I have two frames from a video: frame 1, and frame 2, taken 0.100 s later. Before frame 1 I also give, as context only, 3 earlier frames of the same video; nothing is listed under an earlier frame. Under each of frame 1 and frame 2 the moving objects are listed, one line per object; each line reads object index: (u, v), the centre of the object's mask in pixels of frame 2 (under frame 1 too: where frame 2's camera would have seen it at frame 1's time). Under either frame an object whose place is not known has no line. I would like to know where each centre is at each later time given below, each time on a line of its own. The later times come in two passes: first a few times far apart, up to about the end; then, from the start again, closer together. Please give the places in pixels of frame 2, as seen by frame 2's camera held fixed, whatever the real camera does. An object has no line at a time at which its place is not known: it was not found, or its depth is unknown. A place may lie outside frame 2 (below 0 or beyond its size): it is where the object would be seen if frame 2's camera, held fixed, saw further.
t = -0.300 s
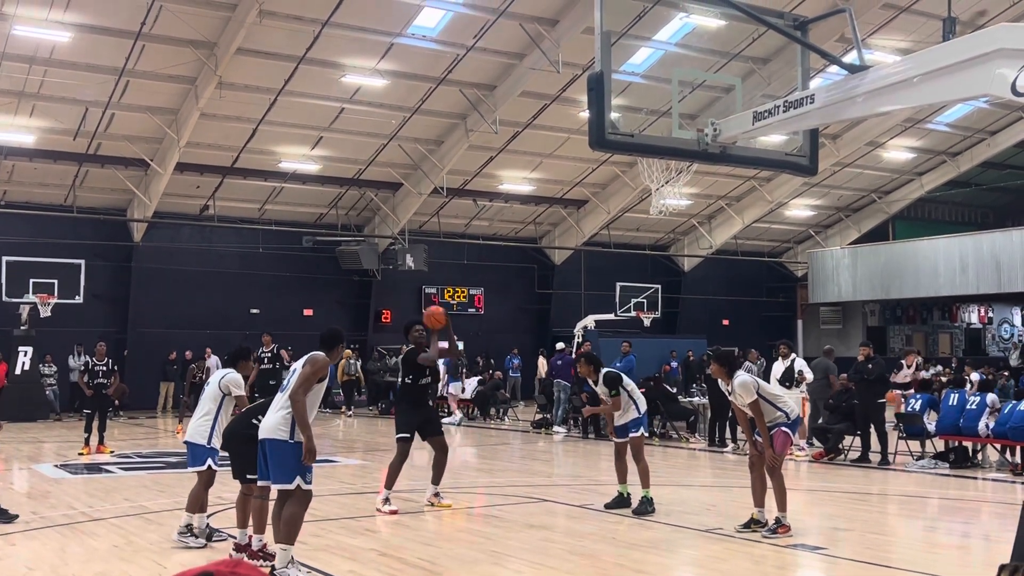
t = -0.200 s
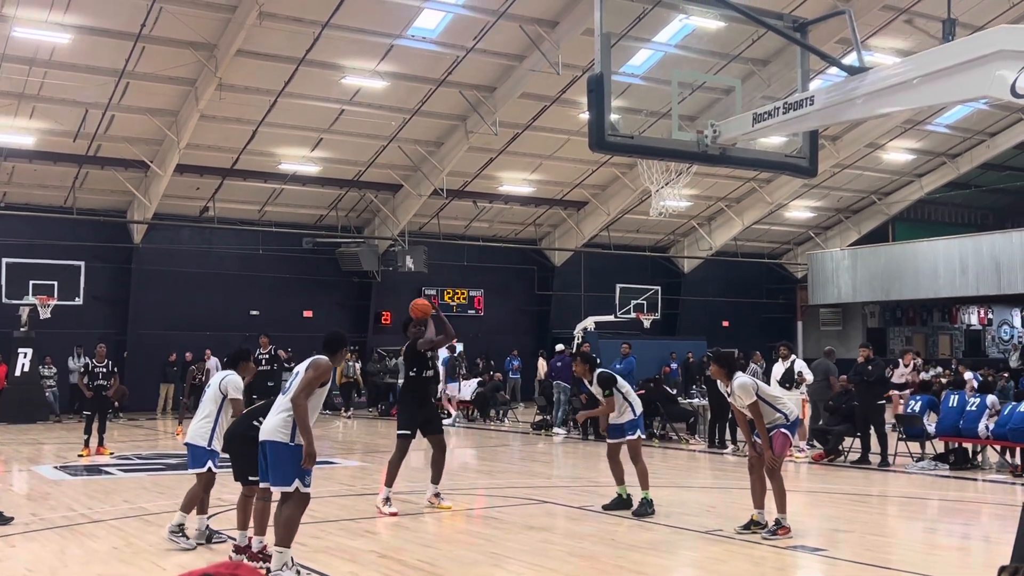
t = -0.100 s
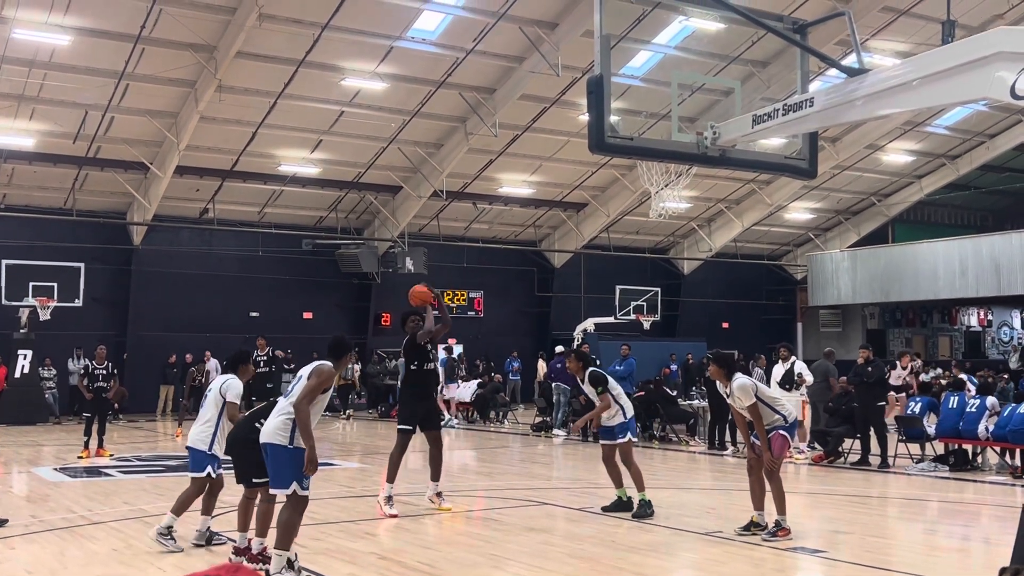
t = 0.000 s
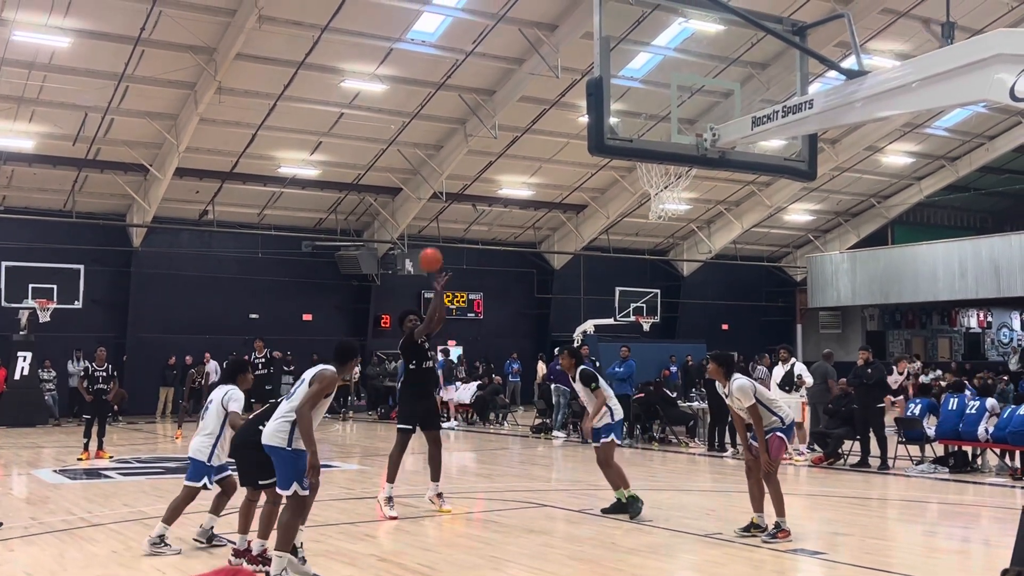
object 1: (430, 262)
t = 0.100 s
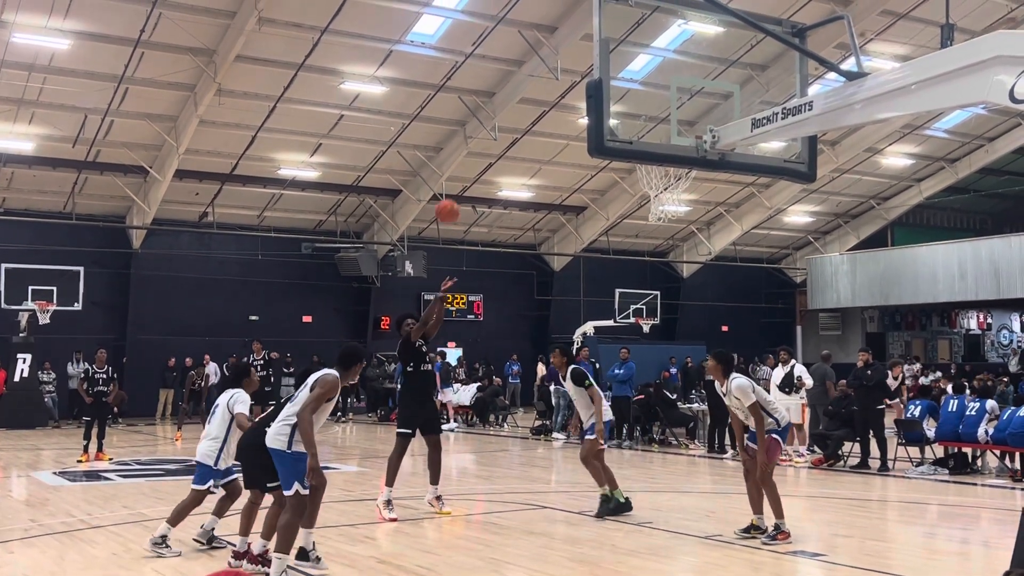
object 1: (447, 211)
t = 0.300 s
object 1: (484, 134)
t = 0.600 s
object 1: (546, 81)
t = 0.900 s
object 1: (628, 126)
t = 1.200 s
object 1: (614, 103)
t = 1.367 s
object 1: (575, 123)
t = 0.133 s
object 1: (453, 197)
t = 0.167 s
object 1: (458, 183)
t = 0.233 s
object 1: (471, 156)
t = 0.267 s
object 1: (478, 145)
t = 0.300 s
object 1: (484, 134)
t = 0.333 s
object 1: (490, 125)
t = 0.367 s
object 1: (497, 115)
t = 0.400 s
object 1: (504, 107)
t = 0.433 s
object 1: (510, 99)
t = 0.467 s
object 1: (518, 92)
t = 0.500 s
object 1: (524, 88)
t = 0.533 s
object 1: (532, 84)
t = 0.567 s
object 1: (539, 82)
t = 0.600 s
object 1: (546, 81)
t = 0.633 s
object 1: (555, 80)
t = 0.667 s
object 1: (562, 81)
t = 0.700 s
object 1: (571, 83)
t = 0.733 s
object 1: (577, 86)
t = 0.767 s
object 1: (580, 91)
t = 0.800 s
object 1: (584, 99)
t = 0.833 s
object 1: (616, 106)
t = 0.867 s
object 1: (620, 115)
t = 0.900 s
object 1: (628, 126)
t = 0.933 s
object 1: (634, 131)
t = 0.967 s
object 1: (634, 131)
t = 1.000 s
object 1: (631, 126)
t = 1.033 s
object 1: (626, 119)
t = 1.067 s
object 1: (623, 113)
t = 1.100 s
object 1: (620, 109)
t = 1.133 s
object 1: (618, 105)
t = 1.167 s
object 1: (616, 104)
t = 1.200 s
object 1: (614, 103)
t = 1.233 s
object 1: (584, 105)
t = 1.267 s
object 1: (582, 107)
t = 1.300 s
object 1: (579, 112)
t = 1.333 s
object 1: (578, 115)
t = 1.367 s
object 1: (575, 123)
